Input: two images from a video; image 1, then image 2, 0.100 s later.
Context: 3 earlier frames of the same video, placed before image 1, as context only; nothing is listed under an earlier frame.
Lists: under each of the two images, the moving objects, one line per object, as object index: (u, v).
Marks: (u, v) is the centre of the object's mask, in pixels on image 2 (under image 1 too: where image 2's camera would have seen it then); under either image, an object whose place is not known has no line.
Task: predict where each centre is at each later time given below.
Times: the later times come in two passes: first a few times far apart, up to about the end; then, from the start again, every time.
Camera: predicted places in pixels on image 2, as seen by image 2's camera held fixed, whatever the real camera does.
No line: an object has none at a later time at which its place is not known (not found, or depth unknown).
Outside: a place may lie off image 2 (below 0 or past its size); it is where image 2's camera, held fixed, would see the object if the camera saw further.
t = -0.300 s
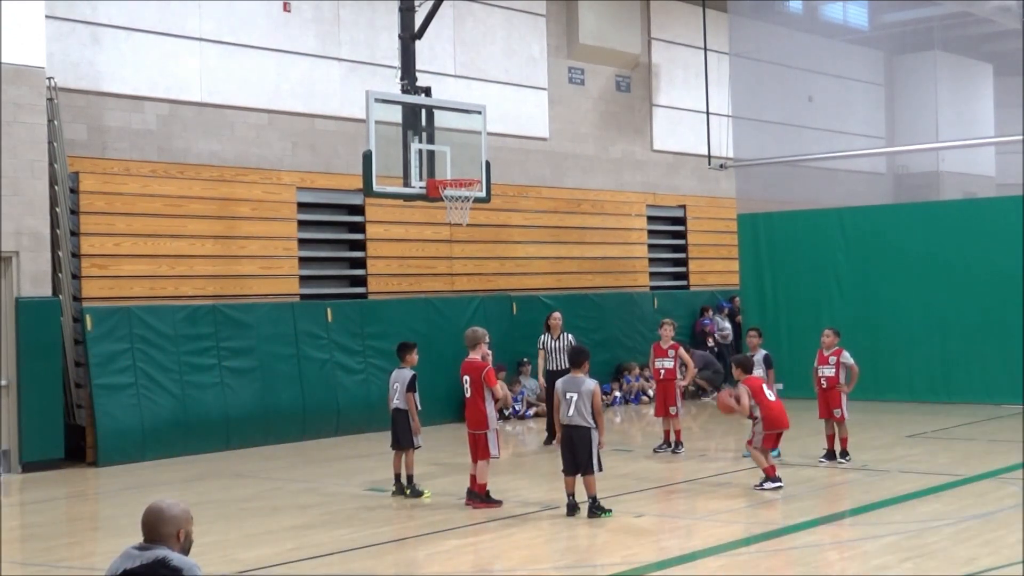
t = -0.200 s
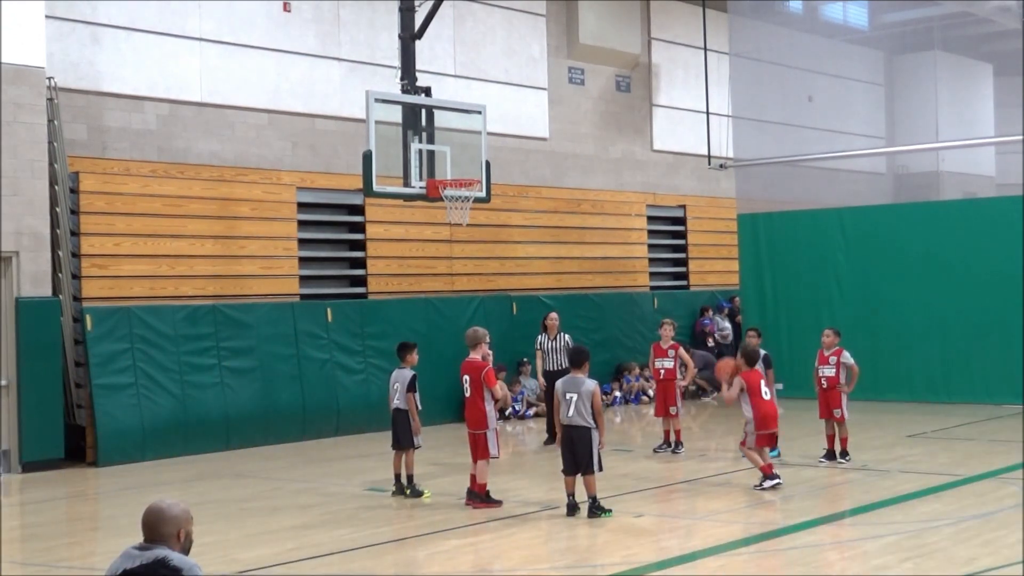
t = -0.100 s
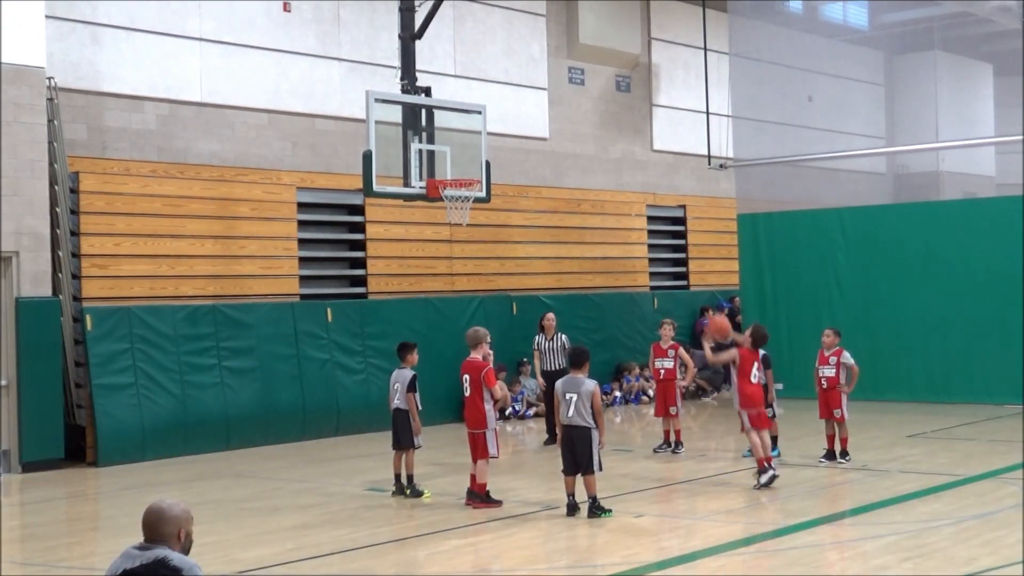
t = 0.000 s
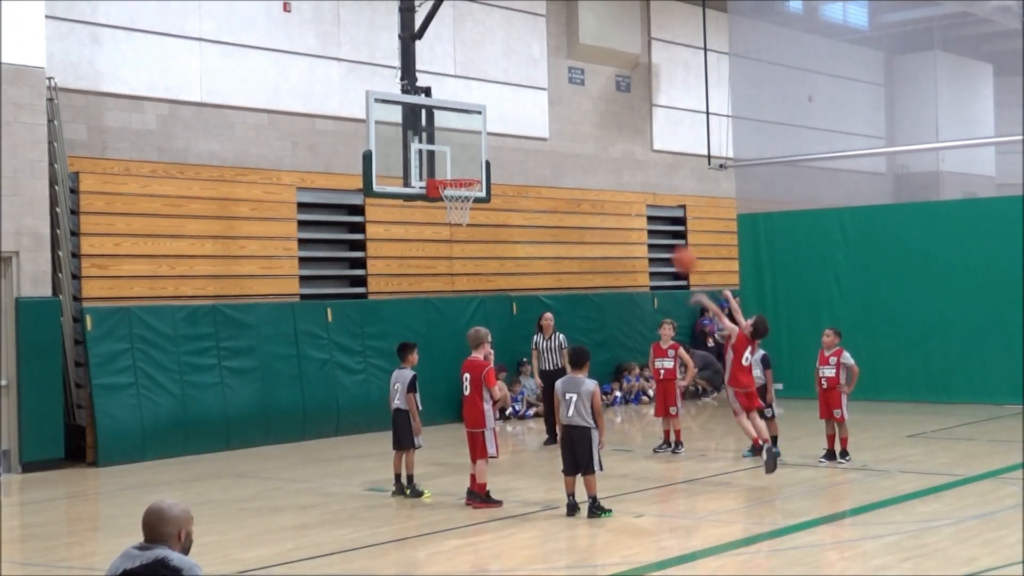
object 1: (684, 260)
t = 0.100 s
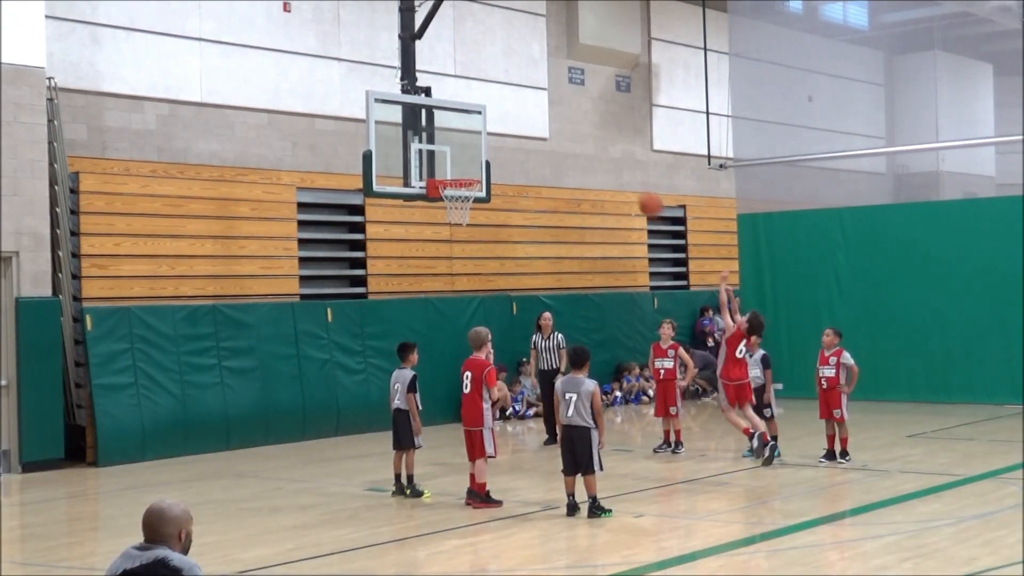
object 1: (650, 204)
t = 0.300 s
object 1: (588, 127)
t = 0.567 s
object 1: (513, 91)
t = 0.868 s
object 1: (437, 131)
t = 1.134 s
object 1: (470, 158)
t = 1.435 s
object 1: (542, 173)
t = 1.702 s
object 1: (606, 255)
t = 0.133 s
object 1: (639, 188)
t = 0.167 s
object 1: (629, 173)
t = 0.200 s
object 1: (618, 160)
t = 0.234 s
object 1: (608, 148)
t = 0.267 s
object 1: (598, 137)
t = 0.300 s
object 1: (588, 127)
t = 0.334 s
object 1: (578, 119)
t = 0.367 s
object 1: (568, 111)
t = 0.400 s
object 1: (559, 105)
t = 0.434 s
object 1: (550, 100)
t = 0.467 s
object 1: (540, 96)
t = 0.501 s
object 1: (531, 93)
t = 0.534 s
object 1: (522, 92)
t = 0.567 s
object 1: (513, 91)
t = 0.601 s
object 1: (504, 92)
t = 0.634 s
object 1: (495, 93)
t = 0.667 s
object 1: (487, 96)
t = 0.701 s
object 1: (478, 99)
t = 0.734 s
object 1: (470, 103)
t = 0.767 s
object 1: (462, 109)
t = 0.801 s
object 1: (454, 115)
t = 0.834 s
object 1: (445, 123)
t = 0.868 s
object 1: (437, 131)
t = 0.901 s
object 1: (430, 140)
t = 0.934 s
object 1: (431, 148)
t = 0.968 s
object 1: (436, 154)
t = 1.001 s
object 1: (441, 162)
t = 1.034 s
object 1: (447, 170)
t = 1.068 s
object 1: (454, 166)
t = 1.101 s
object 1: (462, 162)
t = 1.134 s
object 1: (470, 158)
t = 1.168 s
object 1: (478, 156)
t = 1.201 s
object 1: (486, 155)
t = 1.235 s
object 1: (493, 154)
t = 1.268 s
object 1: (501, 155)
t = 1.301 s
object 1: (509, 156)
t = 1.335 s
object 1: (517, 159)
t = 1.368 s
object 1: (525, 163)
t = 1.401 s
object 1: (533, 167)
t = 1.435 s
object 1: (542, 173)
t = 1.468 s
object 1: (549, 180)
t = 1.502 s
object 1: (557, 188)
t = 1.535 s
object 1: (565, 196)
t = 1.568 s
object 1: (573, 207)
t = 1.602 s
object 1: (582, 216)
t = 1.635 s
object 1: (589, 229)
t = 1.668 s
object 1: (597, 241)
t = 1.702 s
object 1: (606, 255)
